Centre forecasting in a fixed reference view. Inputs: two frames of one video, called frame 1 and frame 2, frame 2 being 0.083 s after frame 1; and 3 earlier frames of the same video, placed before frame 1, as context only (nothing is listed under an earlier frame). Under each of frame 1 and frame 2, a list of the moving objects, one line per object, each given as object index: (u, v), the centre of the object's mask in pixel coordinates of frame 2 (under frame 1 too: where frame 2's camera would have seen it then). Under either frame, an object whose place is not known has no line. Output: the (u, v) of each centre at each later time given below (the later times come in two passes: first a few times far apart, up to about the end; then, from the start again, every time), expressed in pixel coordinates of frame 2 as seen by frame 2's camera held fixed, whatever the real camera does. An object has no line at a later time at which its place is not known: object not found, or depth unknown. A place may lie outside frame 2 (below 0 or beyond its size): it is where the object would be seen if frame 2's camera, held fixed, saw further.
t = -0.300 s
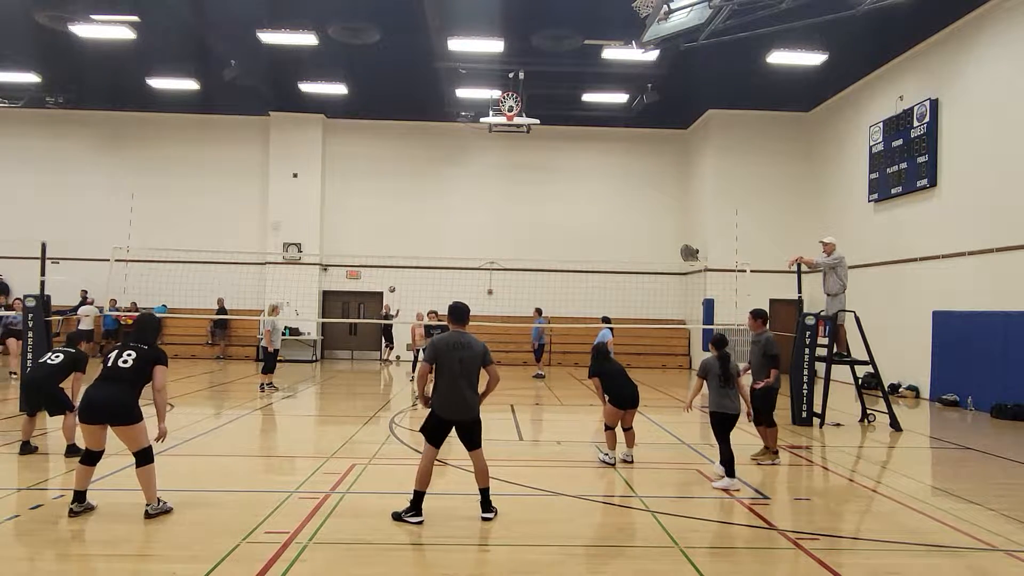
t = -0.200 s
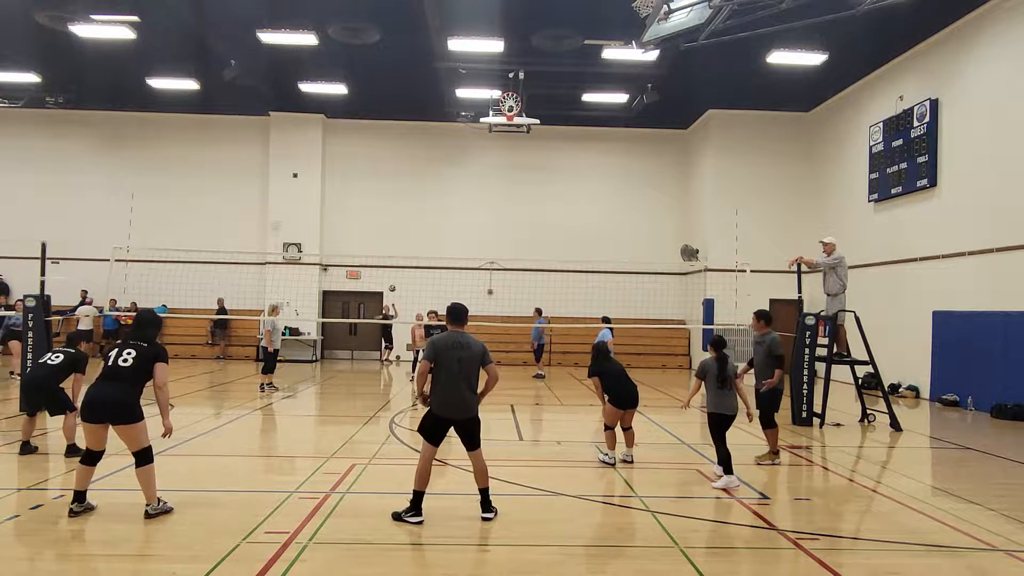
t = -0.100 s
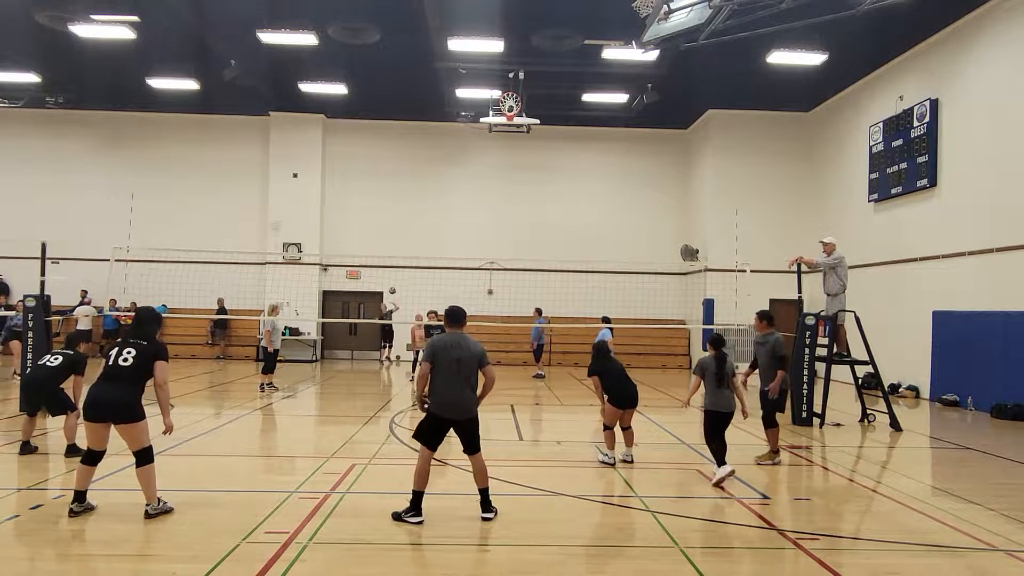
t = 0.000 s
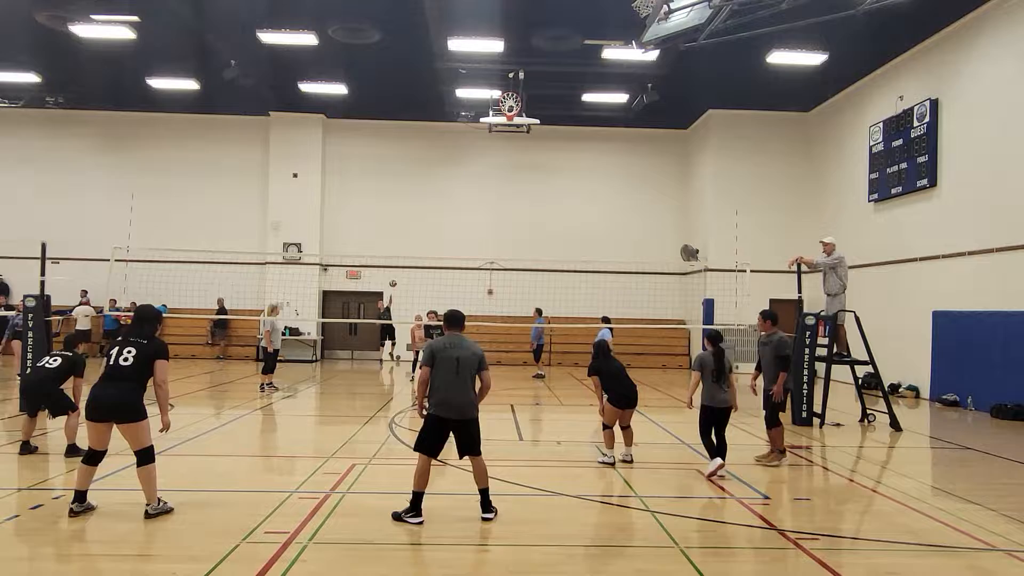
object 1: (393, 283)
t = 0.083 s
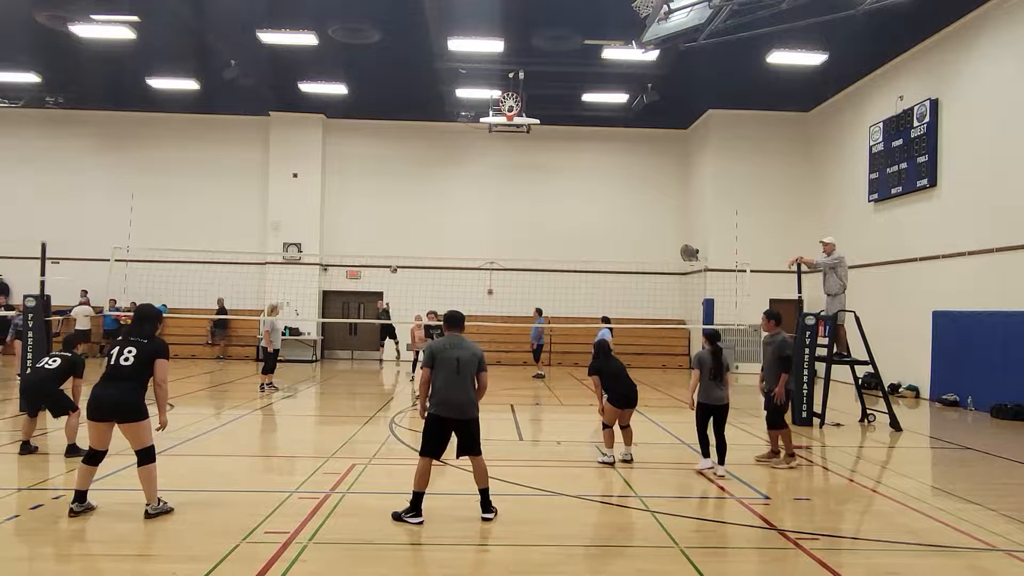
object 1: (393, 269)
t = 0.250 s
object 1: (396, 244)
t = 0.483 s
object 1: (403, 215)
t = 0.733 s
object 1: (409, 202)
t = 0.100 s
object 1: (393, 267)
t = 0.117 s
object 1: (394, 264)
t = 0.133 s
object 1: (394, 262)
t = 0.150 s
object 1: (394, 260)
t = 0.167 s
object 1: (395, 256)
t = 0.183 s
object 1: (395, 253)
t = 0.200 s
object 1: (395, 251)
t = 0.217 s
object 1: (395, 249)
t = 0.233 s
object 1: (396, 246)
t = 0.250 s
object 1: (396, 244)
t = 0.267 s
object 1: (396, 241)
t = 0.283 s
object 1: (397, 239)
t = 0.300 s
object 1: (397, 237)
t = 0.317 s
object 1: (398, 235)
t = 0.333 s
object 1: (398, 232)
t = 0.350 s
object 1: (399, 230)
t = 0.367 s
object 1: (399, 228)
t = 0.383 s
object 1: (400, 226)
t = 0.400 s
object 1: (400, 224)
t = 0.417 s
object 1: (401, 222)
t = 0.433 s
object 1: (401, 220)
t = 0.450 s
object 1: (402, 218)
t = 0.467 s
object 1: (402, 216)
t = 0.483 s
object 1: (403, 215)
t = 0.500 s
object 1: (403, 213)
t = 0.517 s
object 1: (404, 212)
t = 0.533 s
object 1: (404, 210)
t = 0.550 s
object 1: (405, 209)
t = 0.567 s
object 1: (405, 208)
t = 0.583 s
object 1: (406, 207)
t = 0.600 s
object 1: (406, 206)
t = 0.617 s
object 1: (406, 206)
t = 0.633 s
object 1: (407, 205)
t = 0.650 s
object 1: (407, 204)
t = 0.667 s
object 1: (408, 203)
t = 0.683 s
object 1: (408, 203)
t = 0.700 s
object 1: (408, 202)
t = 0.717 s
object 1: (409, 202)
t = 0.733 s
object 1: (409, 202)
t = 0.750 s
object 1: (410, 202)
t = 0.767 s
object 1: (410, 203)
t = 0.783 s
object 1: (411, 203)
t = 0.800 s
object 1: (412, 204)
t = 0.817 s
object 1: (412, 205)
